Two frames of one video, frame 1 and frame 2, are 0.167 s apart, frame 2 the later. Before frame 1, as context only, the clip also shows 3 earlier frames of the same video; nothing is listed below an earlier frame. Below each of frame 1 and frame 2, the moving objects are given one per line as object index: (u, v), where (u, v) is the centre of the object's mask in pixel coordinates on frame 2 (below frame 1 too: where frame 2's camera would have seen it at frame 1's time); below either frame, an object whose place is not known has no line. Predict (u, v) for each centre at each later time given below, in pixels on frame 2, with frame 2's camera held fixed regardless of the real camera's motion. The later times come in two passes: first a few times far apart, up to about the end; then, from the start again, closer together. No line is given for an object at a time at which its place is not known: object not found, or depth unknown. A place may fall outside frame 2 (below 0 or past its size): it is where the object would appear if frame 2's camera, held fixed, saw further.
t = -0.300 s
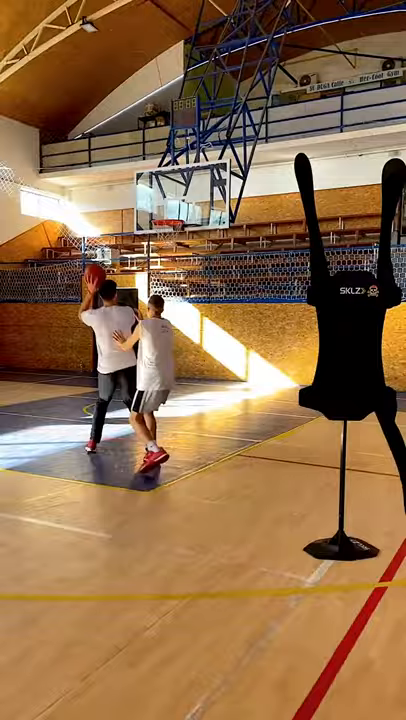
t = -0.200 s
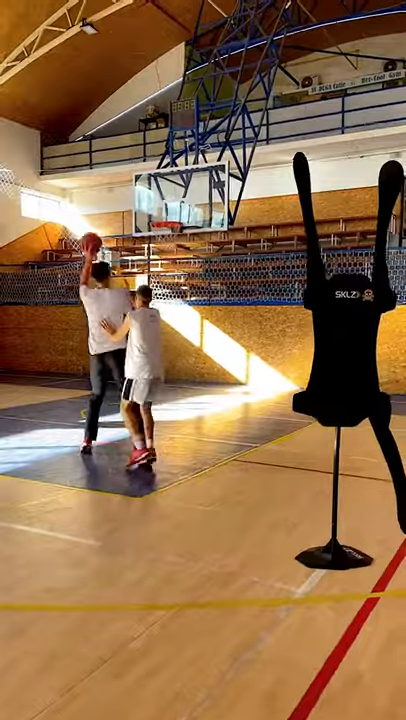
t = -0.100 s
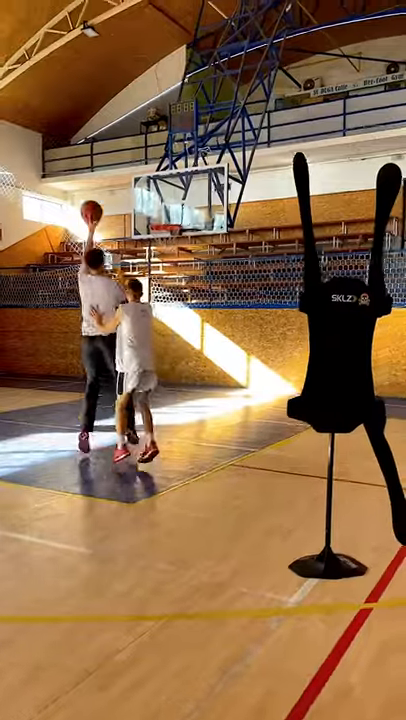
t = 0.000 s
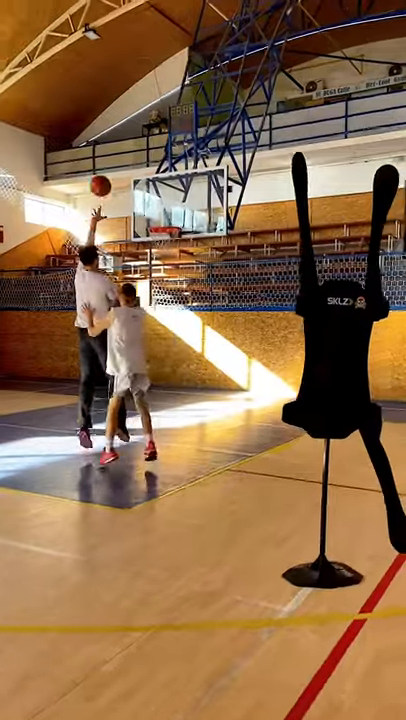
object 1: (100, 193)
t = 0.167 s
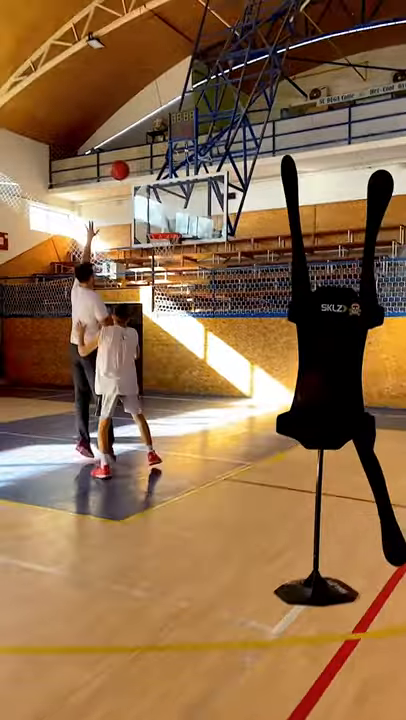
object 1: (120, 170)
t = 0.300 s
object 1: (131, 170)
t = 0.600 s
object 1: (156, 212)
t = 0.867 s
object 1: (155, 227)
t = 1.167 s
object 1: (154, 225)
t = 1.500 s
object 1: (162, 243)
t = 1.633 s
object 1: (163, 265)
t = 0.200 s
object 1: (122, 169)
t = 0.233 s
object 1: (125, 168)
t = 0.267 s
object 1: (128, 168)
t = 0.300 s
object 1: (131, 170)
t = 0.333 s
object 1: (134, 172)
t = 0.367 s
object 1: (137, 174)
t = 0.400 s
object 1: (140, 178)
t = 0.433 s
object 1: (143, 182)
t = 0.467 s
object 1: (146, 187)
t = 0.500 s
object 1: (148, 193)
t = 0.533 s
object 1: (151, 198)
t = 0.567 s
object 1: (154, 205)
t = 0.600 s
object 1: (156, 212)
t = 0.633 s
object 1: (159, 220)
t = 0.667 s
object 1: (161, 226)
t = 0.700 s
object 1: (161, 226)
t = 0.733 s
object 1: (161, 227)
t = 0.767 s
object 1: (161, 228)
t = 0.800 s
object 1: (161, 229)
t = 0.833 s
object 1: (159, 228)
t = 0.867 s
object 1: (155, 227)
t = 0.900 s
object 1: (152, 227)
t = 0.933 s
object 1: (149, 226)
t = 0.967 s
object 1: (149, 225)
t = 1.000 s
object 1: (149, 225)
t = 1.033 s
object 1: (150, 224)
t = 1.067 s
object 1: (151, 223)
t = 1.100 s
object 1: (153, 224)
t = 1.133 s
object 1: (153, 225)
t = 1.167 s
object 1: (154, 225)
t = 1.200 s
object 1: (154, 225)
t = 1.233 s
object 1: (155, 225)
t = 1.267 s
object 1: (156, 226)
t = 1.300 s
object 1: (156, 226)
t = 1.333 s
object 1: (158, 227)
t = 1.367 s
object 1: (159, 228)
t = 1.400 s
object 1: (161, 231)
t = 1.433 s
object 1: (163, 236)
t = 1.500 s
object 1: (162, 243)
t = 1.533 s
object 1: (165, 247)
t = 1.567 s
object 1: (163, 254)
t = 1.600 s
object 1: (163, 258)
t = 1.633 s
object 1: (163, 265)
